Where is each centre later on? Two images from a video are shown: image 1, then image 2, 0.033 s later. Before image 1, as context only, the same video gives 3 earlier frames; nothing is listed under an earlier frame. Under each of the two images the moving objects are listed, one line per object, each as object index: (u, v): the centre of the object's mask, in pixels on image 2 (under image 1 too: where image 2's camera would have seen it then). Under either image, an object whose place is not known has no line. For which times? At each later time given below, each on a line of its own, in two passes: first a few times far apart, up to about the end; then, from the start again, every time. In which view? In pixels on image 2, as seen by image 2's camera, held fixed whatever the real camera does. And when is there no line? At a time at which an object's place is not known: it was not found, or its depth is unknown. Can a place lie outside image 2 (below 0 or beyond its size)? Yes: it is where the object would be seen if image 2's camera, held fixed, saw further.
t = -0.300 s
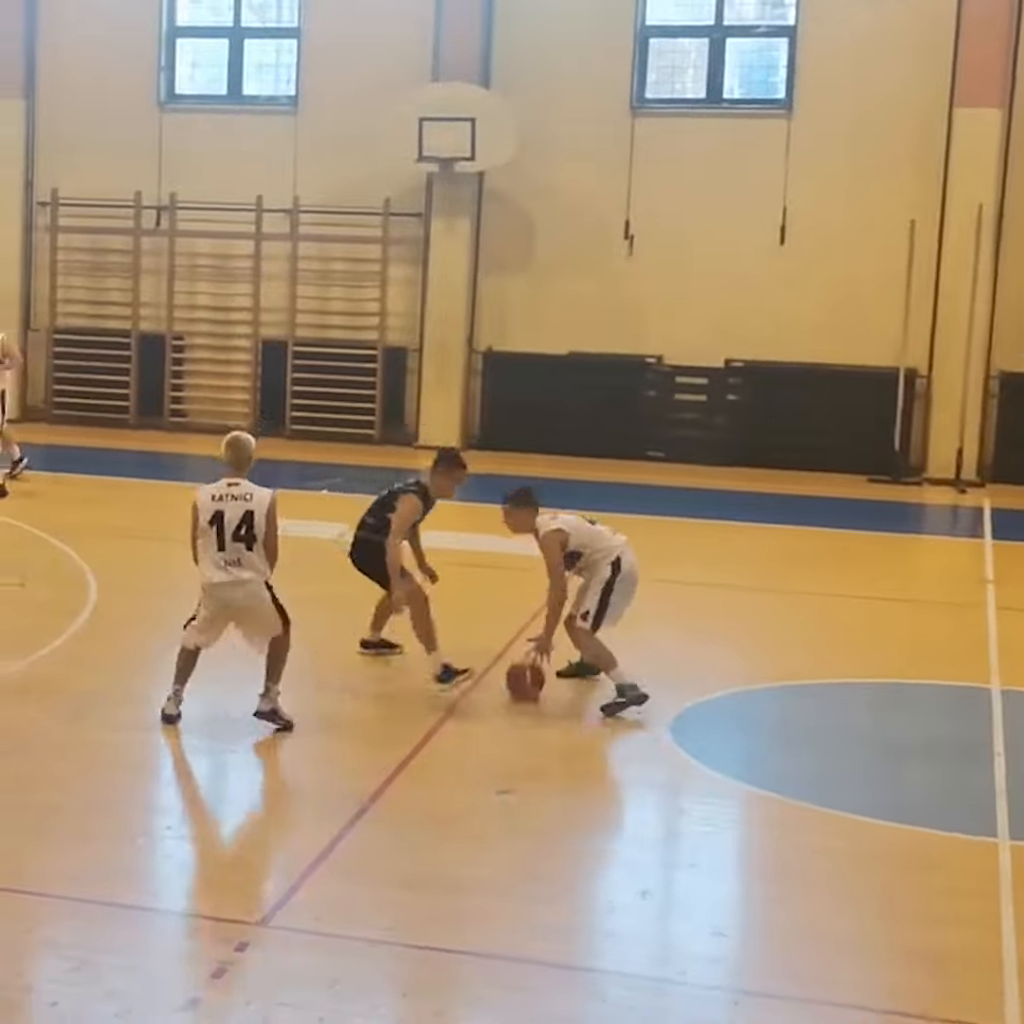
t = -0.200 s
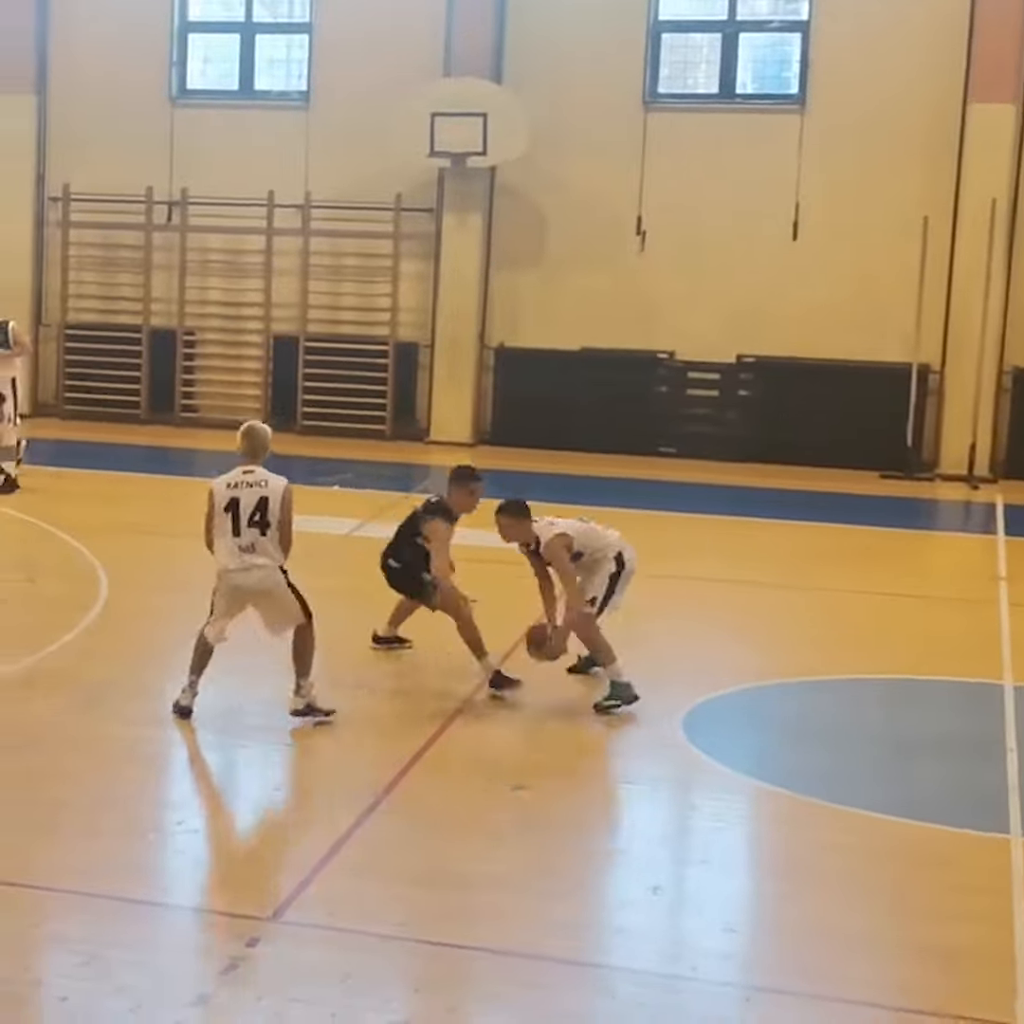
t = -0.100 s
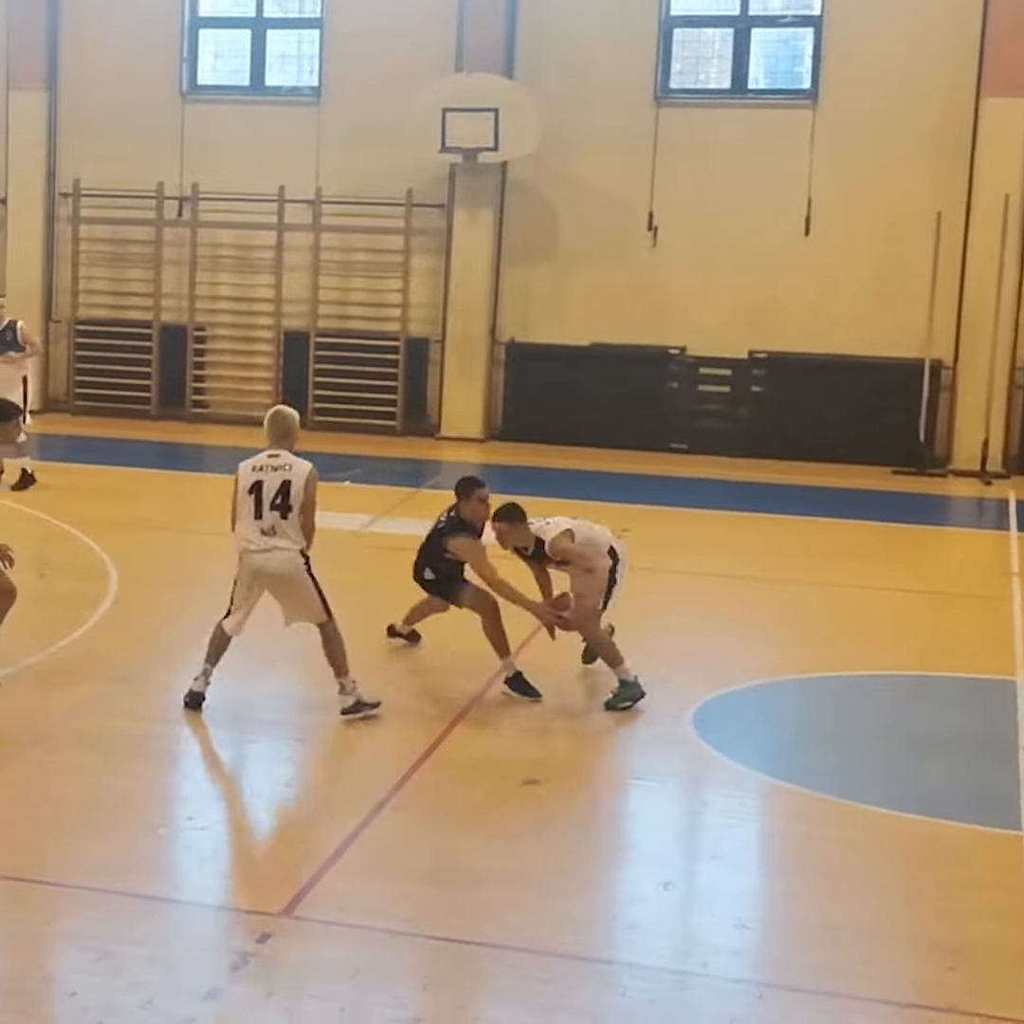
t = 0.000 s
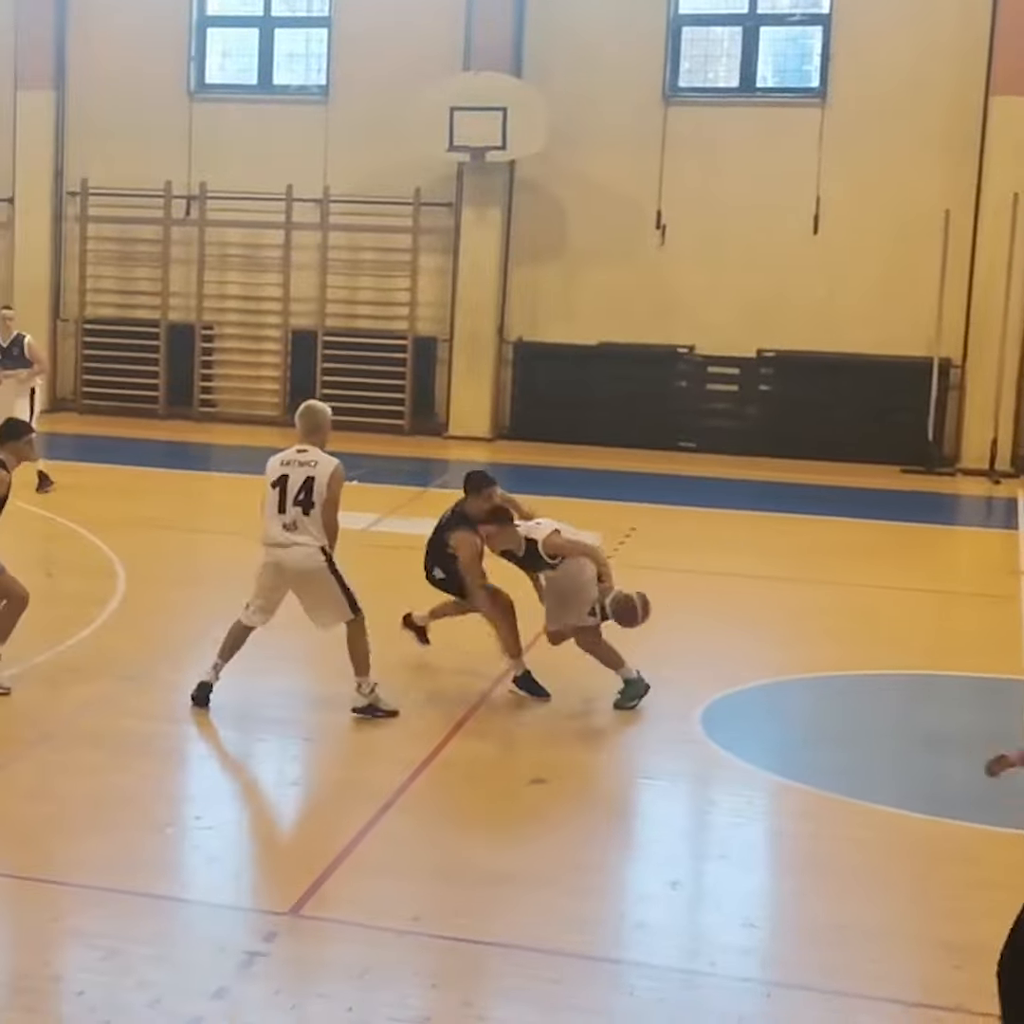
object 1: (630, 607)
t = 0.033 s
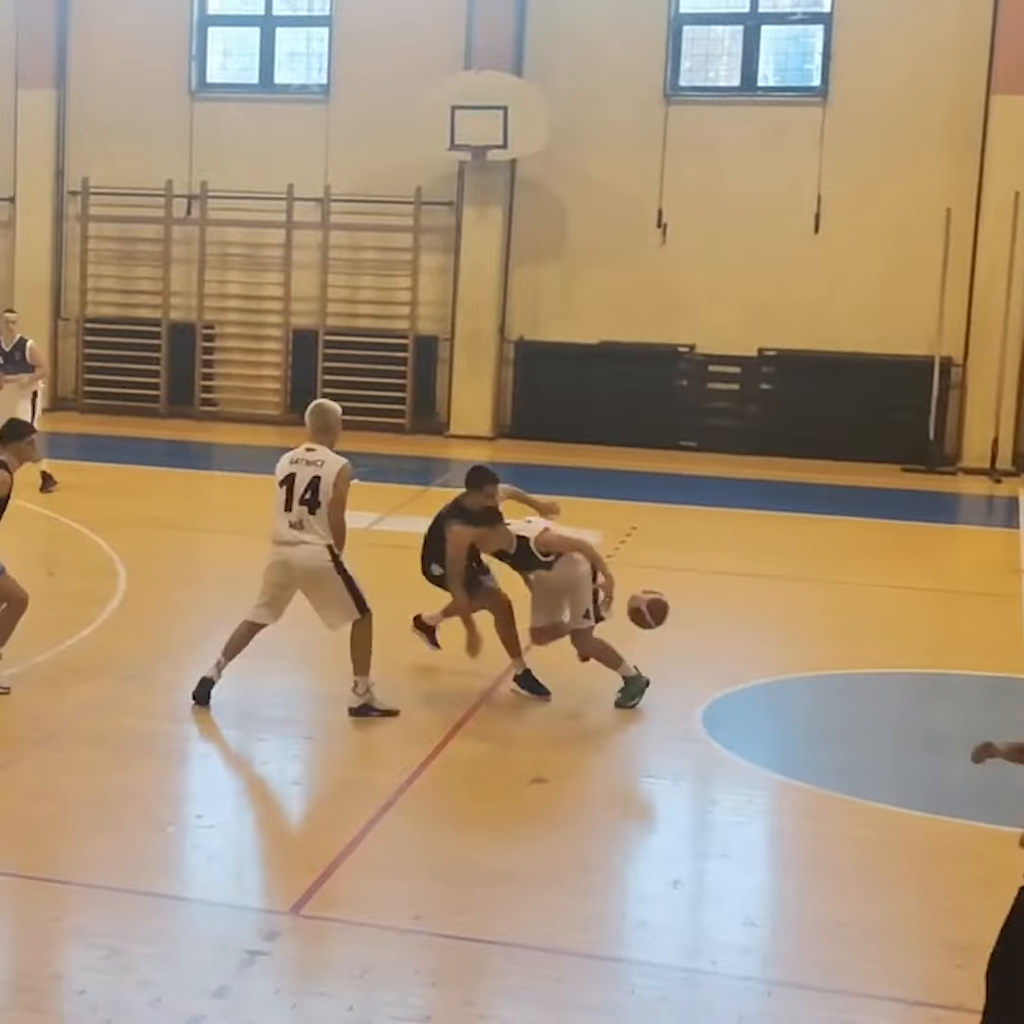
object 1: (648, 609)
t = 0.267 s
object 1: (764, 678)
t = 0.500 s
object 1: (838, 652)
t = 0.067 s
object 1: (665, 613)
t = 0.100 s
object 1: (682, 619)
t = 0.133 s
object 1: (698, 627)
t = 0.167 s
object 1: (715, 637)
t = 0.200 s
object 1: (731, 649)
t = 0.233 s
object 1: (747, 663)
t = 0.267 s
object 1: (764, 678)
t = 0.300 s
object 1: (780, 696)
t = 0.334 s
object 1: (790, 690)
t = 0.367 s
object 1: (799, 678)
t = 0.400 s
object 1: (809, 670)
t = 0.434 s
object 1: (819, 662)
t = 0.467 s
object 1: (827, 657)
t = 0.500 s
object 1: (838, 652)
